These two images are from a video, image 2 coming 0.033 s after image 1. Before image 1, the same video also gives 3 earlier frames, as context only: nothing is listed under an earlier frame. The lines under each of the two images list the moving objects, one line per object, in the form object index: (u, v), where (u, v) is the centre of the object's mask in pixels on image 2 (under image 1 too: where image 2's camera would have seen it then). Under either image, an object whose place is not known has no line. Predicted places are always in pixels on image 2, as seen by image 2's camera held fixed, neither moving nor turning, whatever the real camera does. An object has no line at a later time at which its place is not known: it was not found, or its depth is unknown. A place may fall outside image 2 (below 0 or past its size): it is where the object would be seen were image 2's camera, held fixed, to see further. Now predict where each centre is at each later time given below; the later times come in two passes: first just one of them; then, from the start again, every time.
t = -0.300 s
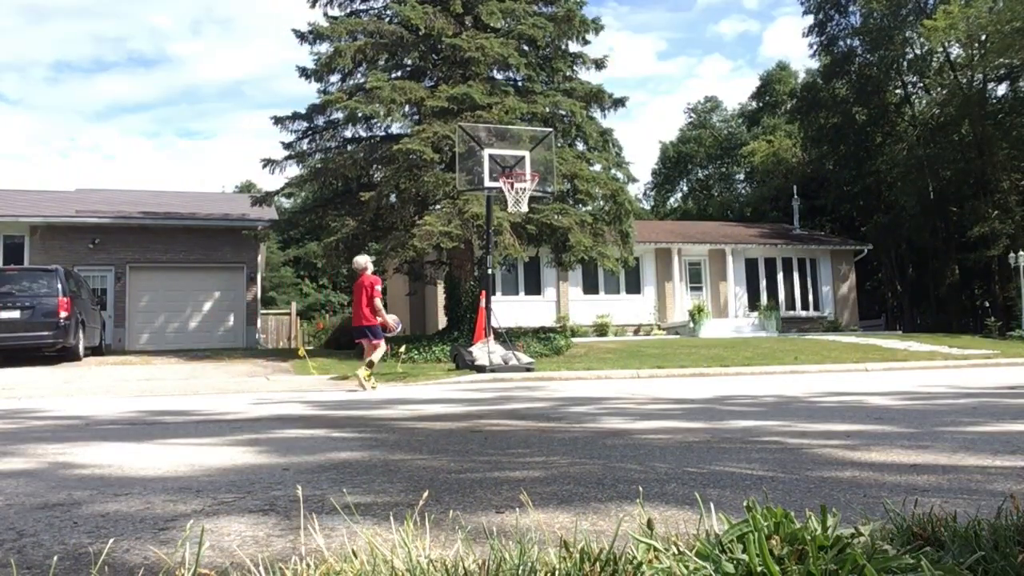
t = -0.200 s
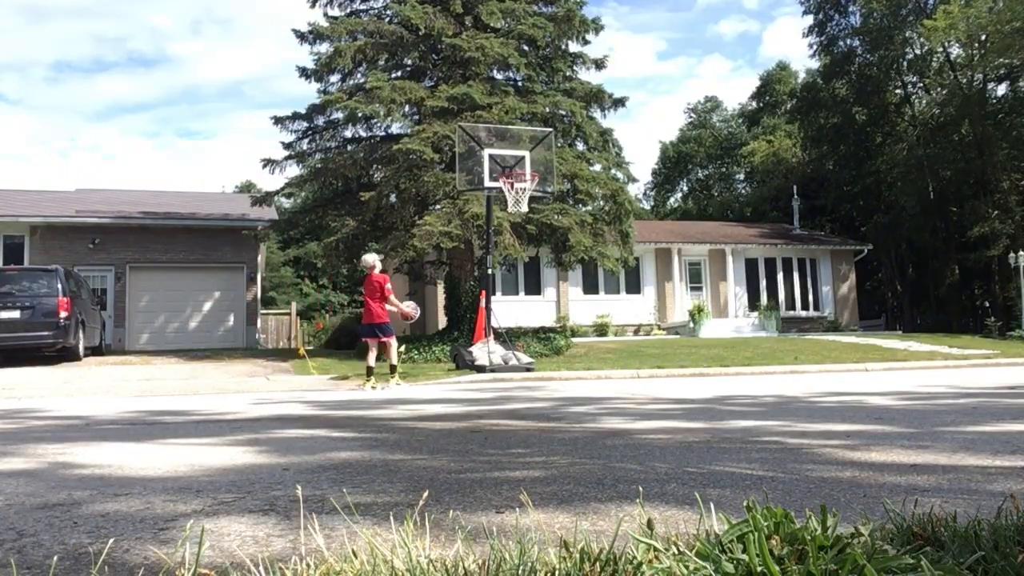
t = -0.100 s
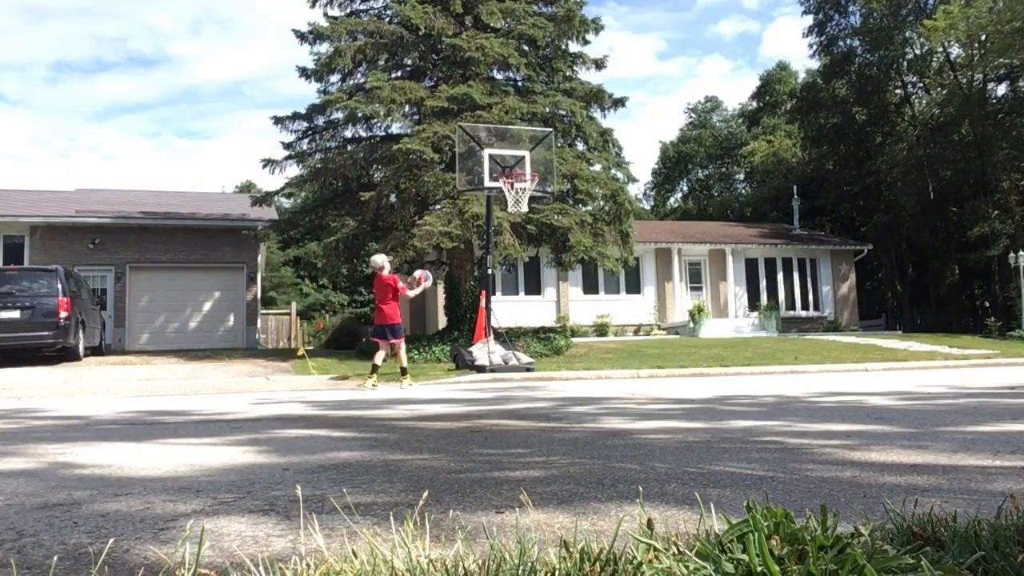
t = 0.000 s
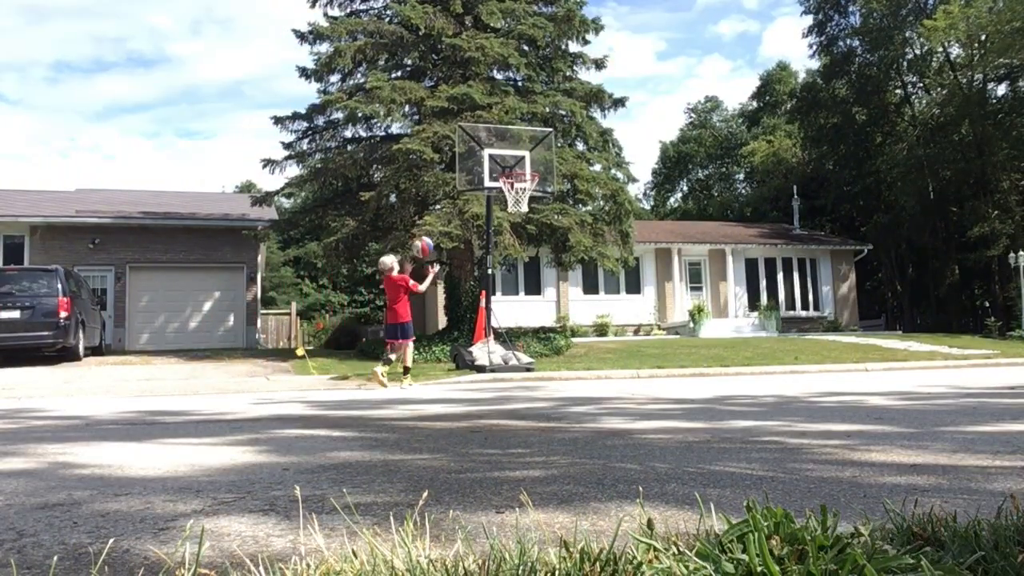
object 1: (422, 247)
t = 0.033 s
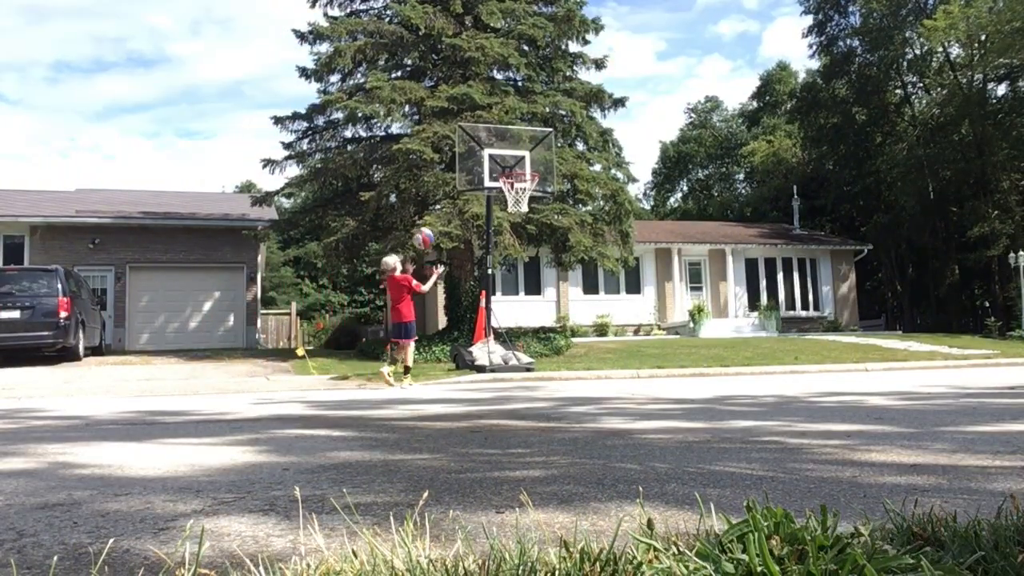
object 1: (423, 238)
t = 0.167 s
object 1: (424, 213)
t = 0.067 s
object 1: (423, 230)
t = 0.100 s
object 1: (424, 223)
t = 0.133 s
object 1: (424, 218)
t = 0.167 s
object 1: (424, 213)
